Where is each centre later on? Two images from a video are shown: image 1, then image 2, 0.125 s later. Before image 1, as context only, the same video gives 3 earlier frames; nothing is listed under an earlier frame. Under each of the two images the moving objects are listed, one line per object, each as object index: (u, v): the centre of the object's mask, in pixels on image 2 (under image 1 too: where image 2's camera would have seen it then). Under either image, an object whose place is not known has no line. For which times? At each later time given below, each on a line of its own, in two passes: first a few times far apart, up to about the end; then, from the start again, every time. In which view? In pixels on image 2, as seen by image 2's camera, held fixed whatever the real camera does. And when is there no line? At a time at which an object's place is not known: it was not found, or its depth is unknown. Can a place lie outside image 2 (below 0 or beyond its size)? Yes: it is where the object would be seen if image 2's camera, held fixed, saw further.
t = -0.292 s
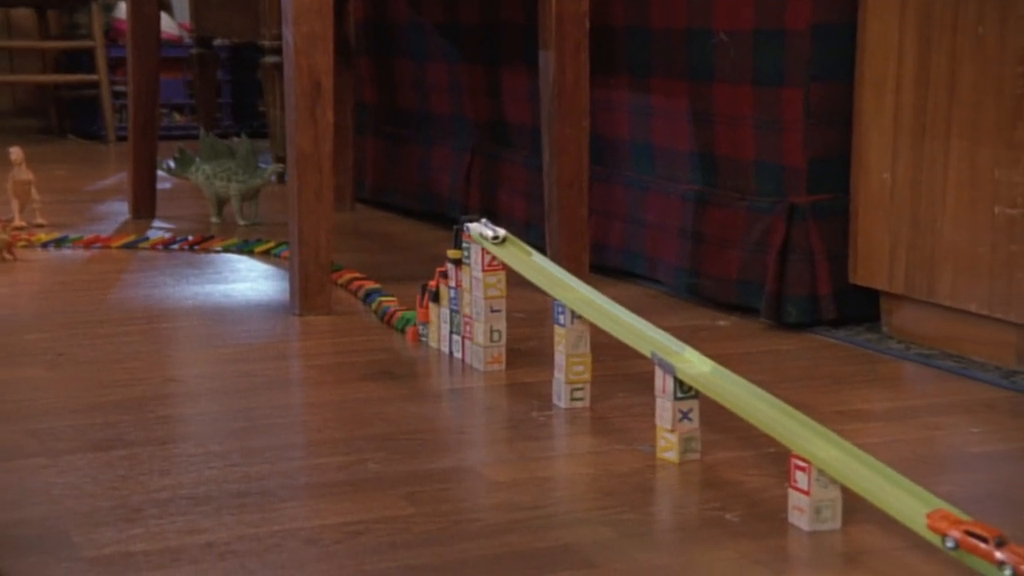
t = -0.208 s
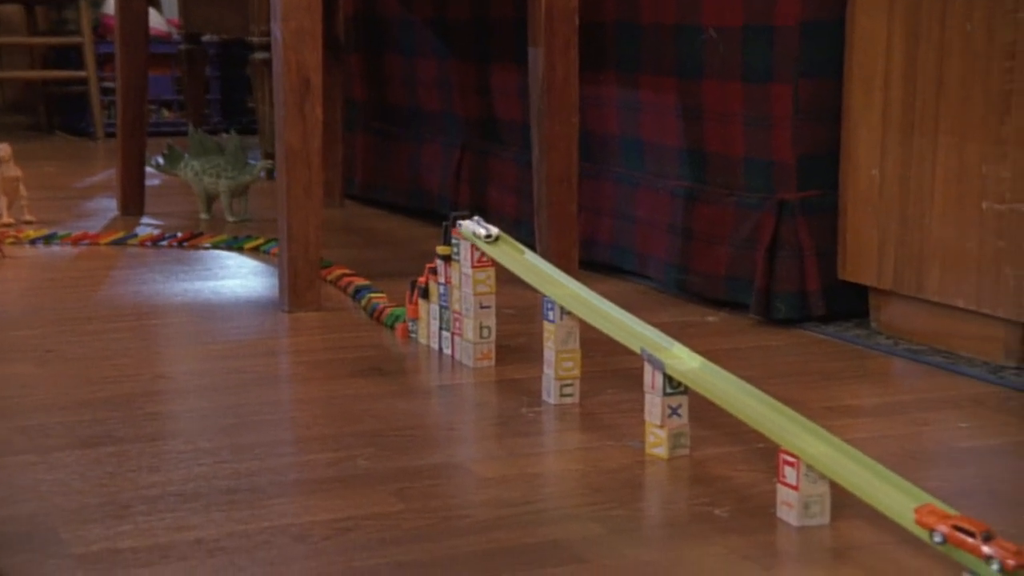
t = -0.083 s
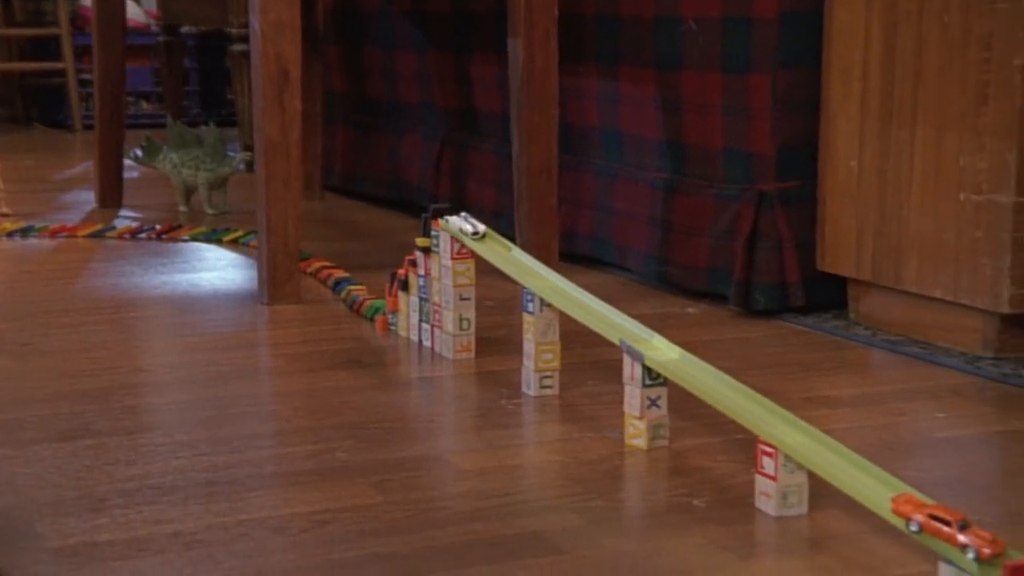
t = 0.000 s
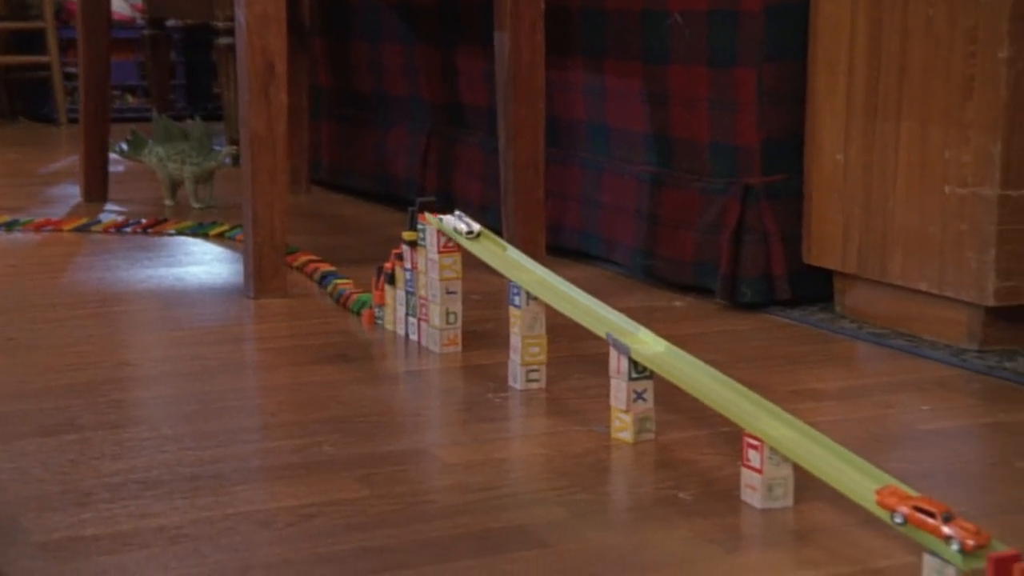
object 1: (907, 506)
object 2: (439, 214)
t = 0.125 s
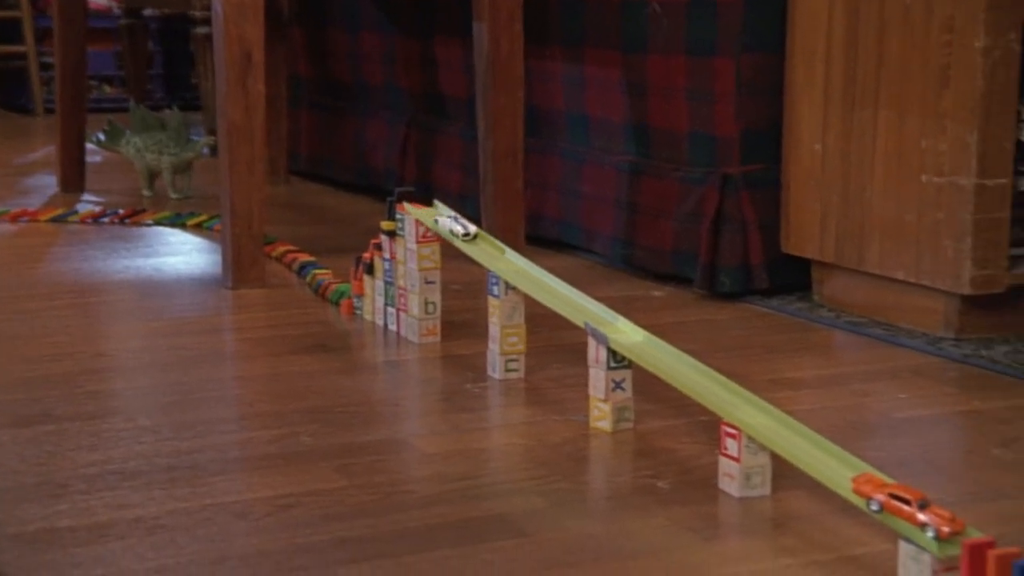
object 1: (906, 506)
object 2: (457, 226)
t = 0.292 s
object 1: (907, 506)
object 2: (492, 250)
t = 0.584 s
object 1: (906, 506)
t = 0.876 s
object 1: (904, 505)
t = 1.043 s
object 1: (931, 518)
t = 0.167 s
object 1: (906, 506)
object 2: (464, 231)
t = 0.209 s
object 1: (907, 506)
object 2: (472, 237)
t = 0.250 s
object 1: (906, 506)
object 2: (482, 243)
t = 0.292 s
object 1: (907, 506)
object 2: (492, 250)
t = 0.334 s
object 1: (906, 505)
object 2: (502, 257)
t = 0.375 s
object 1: (907, 506)
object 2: (515, 265)
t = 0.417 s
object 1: (906, 506)
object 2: (528, 273)
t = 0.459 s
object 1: (906, 506)
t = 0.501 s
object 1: (907, 506)
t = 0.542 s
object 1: (906, 505)
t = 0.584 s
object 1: (906, 506)
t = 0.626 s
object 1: (906, 506)
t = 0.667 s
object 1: (906, 506)
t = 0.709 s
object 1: (906, 506)
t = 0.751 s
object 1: (906, 506)
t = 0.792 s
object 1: (905, 506)
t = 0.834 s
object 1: (905, 505)
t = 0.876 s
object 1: (904, 505)
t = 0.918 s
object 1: (905, 506)
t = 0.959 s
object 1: (905, 506)
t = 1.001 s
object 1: (911, 507)
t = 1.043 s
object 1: (931, 518)
